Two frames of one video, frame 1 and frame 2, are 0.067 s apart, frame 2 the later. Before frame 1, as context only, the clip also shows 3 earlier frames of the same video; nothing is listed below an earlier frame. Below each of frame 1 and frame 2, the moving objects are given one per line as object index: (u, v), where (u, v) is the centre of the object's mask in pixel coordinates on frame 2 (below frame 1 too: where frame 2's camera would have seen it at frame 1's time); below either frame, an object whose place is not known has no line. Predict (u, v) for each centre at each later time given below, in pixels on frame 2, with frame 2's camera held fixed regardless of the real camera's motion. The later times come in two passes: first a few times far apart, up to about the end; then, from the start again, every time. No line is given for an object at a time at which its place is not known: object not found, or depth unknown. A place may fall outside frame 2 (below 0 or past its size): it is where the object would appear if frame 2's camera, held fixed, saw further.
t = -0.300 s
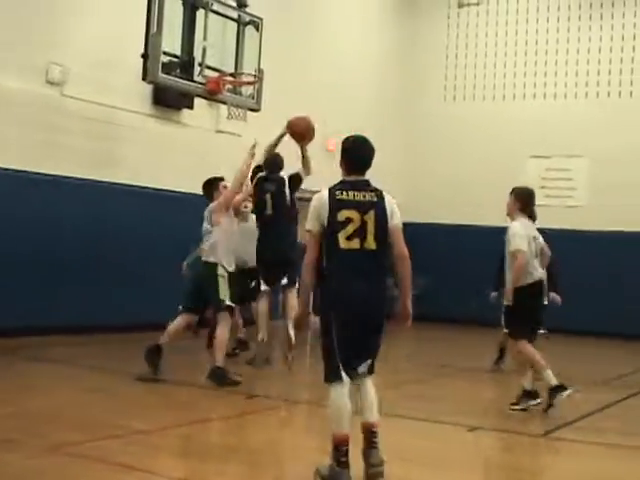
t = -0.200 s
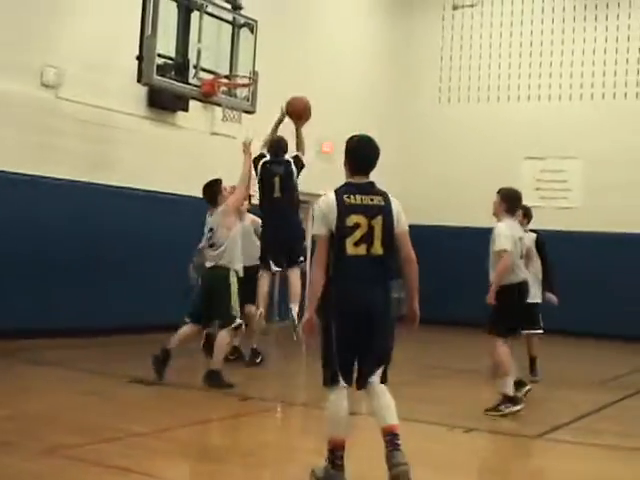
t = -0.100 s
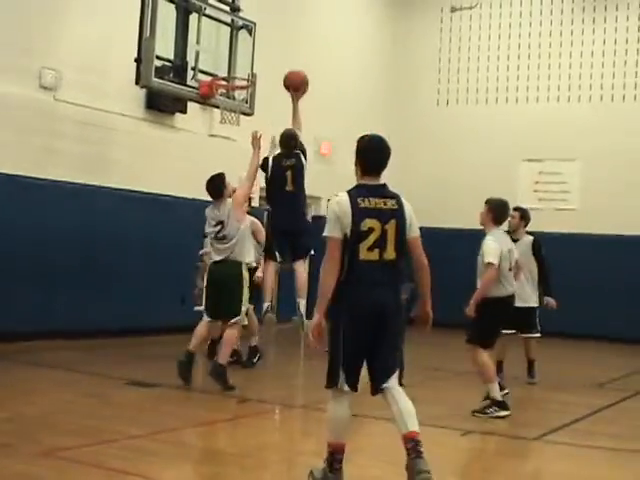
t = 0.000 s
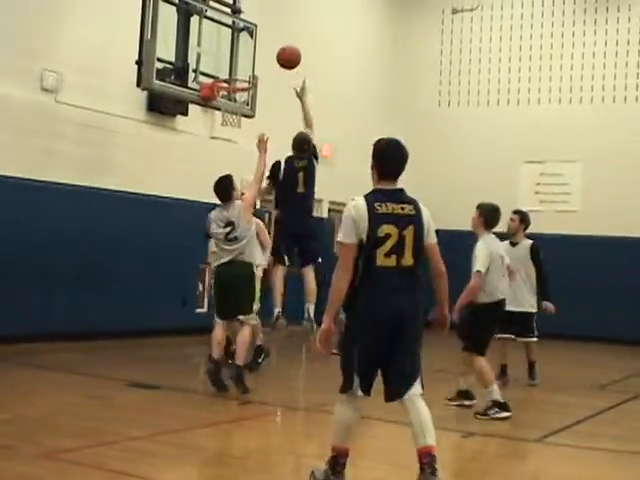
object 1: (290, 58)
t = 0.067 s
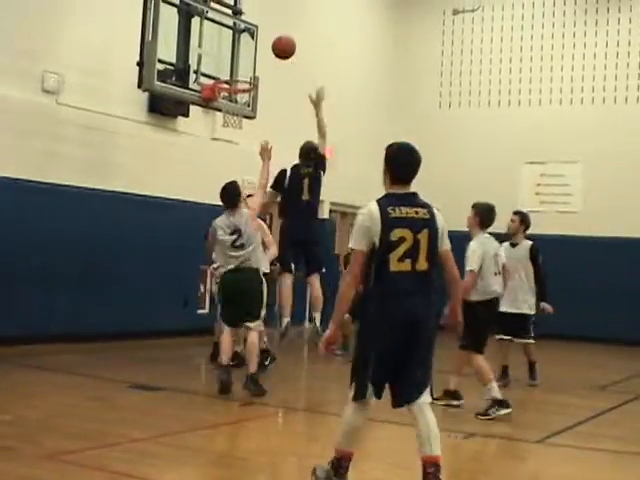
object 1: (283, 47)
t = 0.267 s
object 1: (265, 41)
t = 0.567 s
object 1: (240, 98)
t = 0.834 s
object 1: (224, 138)
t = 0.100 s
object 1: (280, 43)
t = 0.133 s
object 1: (277, 41)
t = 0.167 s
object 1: (274, 39)
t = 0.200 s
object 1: (271, 39)
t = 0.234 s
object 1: (268, 39)
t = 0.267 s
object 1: (265, 41)
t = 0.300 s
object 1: (262, 44)
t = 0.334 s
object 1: (259, 47)
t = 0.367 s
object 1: (256, 52)
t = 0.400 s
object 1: (253, 57)
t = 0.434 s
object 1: (250, 64)
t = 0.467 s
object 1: (246, 71)
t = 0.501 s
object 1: (246, 80)
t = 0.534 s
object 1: (241, 89)
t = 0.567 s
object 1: (240, 98)
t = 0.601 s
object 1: (235, 107)
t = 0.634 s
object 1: (232, 111)
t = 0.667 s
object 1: (232, 112)
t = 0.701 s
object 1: (230, 115)
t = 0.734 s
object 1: (229, 119)
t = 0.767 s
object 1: (228, 125)
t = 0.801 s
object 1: (226, 131)
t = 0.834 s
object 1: (224, 138)
